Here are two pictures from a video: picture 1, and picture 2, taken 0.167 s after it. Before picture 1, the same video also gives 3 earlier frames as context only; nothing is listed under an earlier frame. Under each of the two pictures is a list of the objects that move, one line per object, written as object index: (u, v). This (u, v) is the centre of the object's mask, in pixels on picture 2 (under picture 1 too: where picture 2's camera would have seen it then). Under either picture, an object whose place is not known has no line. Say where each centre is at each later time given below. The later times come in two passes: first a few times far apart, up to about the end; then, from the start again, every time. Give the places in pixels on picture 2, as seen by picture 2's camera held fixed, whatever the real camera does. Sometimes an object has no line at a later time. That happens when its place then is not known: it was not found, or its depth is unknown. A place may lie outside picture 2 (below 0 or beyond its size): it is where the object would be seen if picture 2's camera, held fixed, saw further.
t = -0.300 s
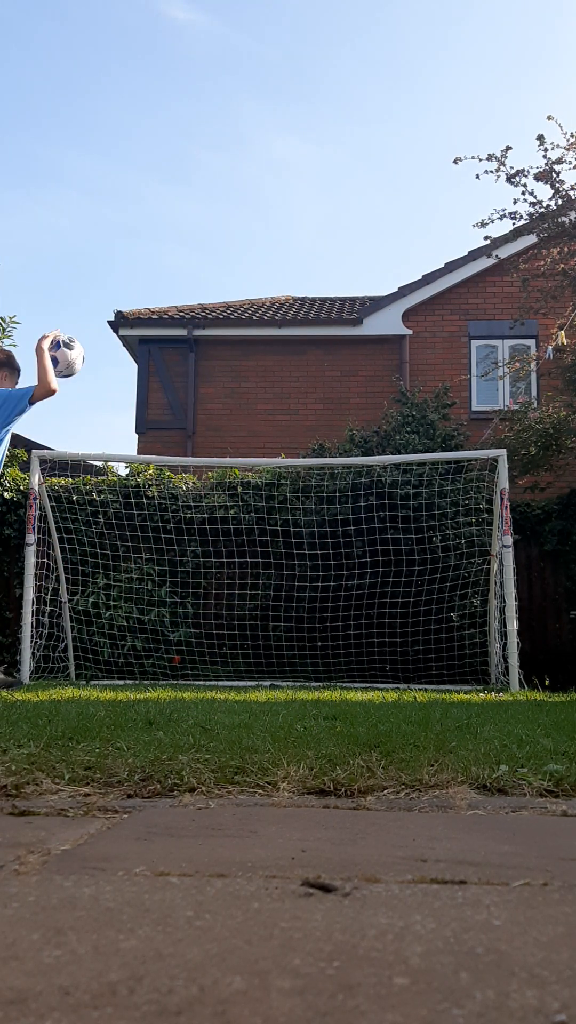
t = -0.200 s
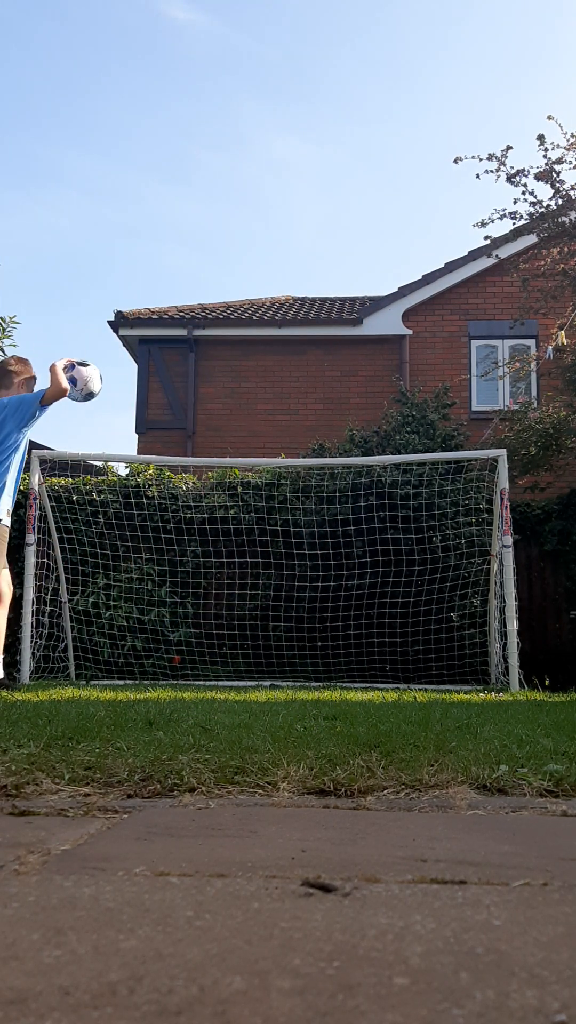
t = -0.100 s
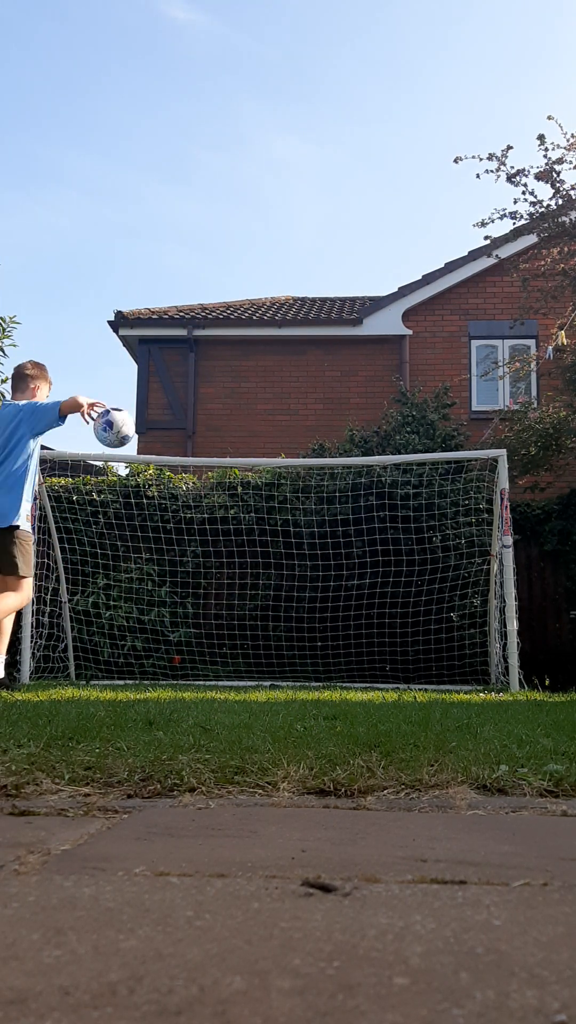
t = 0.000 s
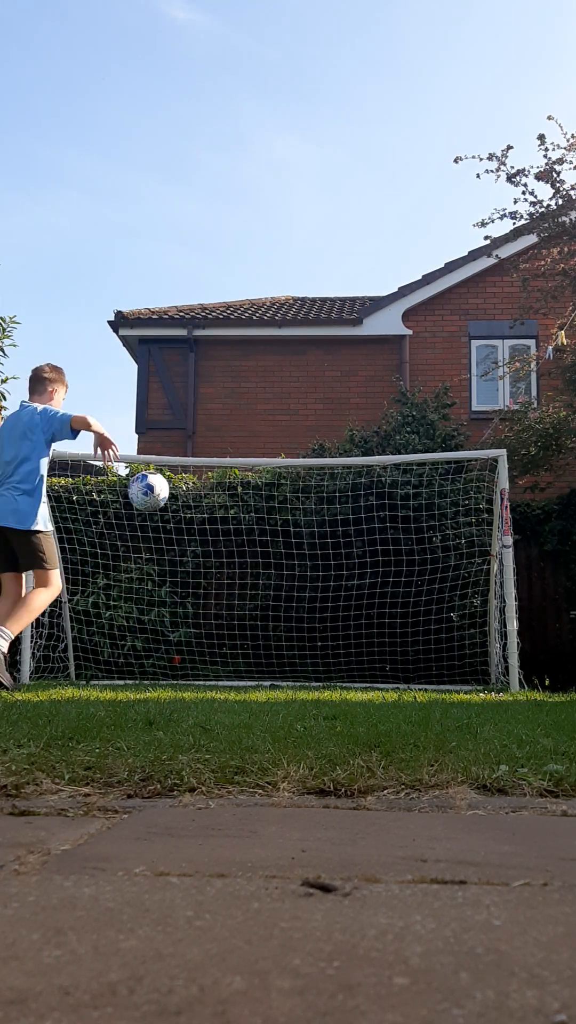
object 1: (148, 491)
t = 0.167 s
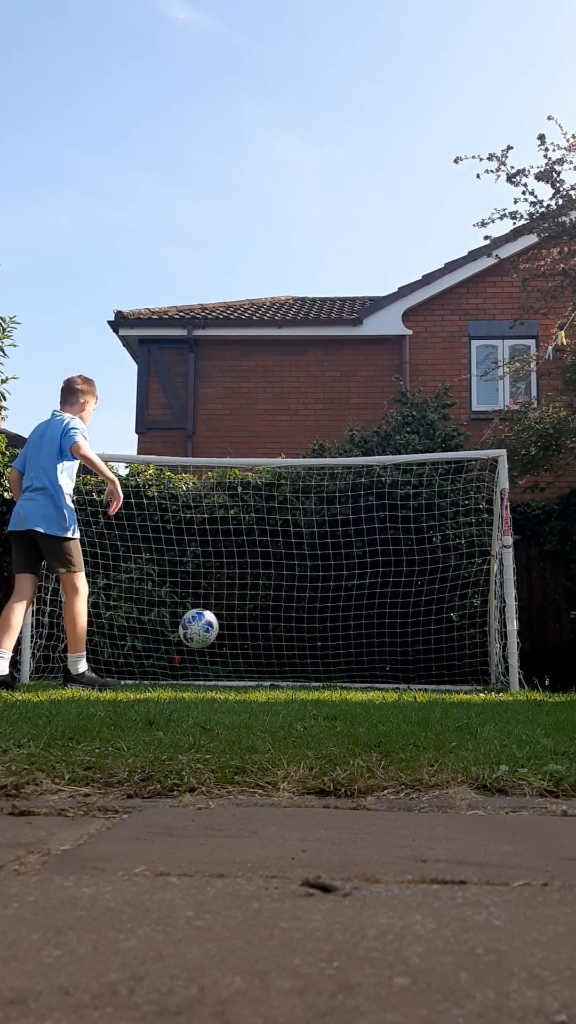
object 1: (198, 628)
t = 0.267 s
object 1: (218, 659)
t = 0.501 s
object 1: (236, 566)
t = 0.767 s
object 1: (251, 575)
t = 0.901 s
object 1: (257, 621)
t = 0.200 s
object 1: (208, 660)
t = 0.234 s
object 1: (215, 678)
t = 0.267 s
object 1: (218, 659)
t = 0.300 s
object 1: (222, 639)
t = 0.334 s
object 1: (224, 622)
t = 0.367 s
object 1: (227, 606)
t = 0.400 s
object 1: (230, 594)
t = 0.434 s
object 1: (232, 583)
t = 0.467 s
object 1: (234, 573)
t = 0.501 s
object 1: (236, 566)
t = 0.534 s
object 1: (238, 562)
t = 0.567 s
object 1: (240, 558)
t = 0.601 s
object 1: (242, 557)
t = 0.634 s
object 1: (243, 557)
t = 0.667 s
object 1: (245, 559)
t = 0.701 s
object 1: (247, 562)
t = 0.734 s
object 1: (249, 568)
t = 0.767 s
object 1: (251, 575)
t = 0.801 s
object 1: (252, 584)
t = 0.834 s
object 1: (254, 595)
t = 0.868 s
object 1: (255, 607)
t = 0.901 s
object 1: (257, 621)
